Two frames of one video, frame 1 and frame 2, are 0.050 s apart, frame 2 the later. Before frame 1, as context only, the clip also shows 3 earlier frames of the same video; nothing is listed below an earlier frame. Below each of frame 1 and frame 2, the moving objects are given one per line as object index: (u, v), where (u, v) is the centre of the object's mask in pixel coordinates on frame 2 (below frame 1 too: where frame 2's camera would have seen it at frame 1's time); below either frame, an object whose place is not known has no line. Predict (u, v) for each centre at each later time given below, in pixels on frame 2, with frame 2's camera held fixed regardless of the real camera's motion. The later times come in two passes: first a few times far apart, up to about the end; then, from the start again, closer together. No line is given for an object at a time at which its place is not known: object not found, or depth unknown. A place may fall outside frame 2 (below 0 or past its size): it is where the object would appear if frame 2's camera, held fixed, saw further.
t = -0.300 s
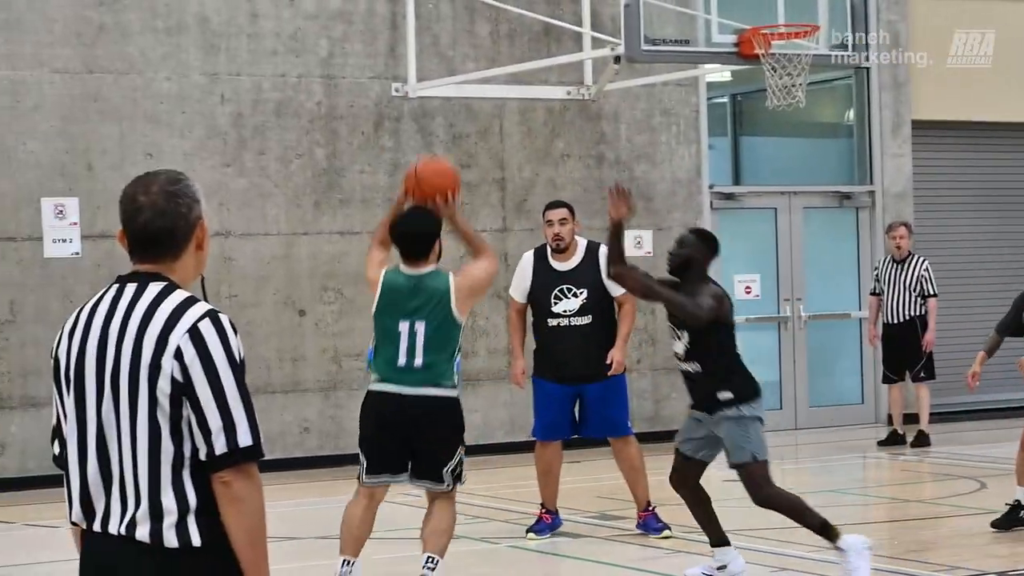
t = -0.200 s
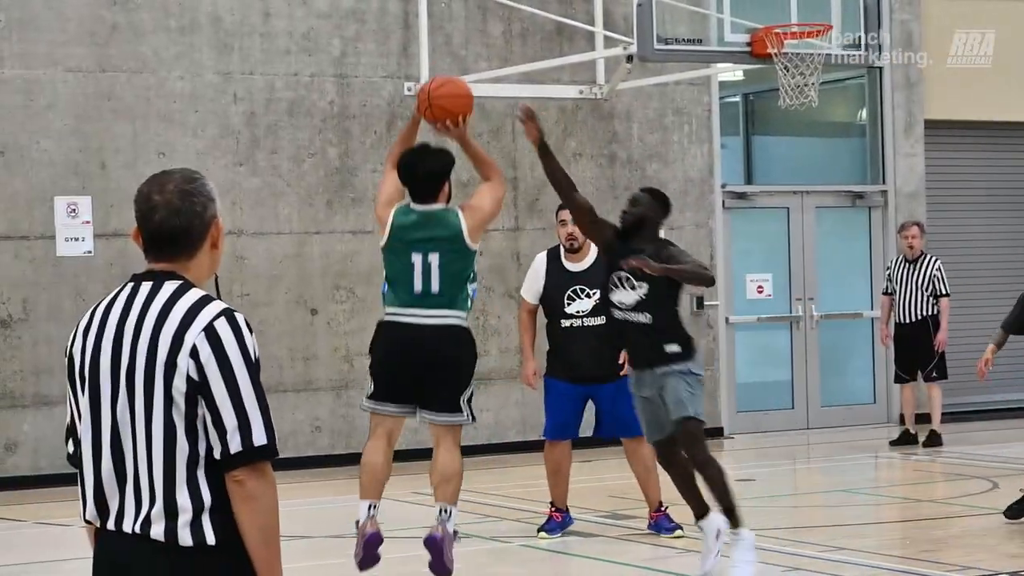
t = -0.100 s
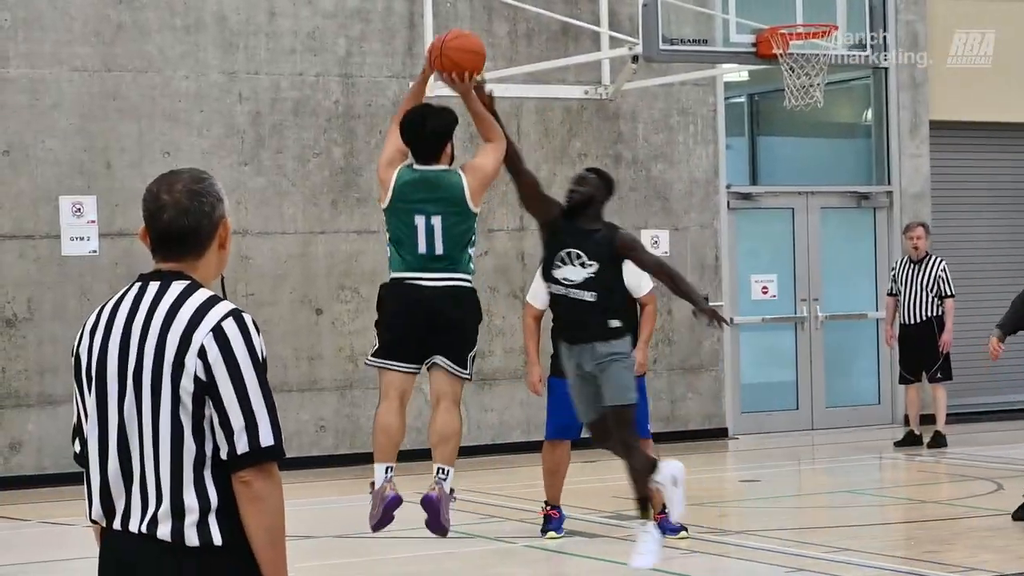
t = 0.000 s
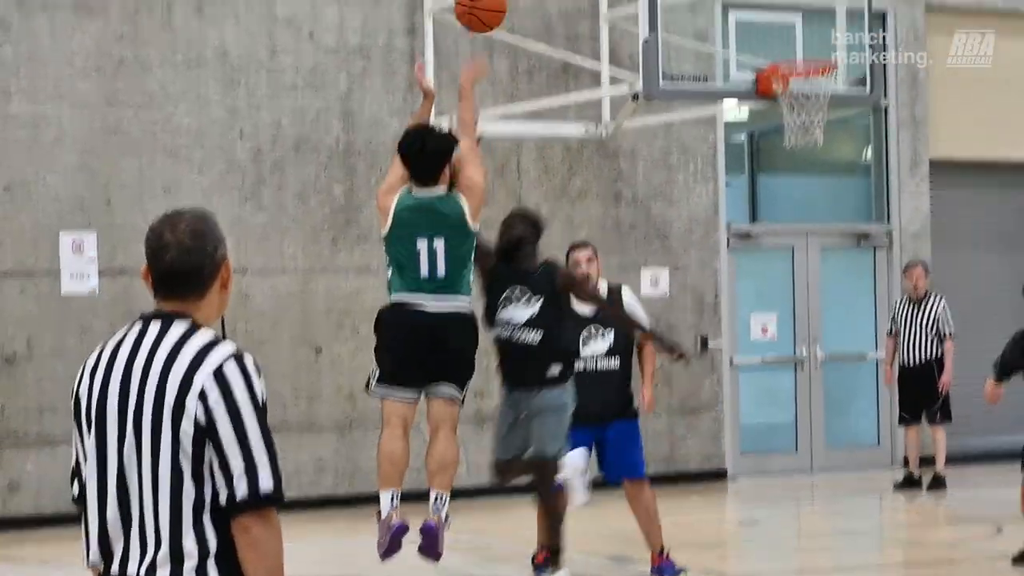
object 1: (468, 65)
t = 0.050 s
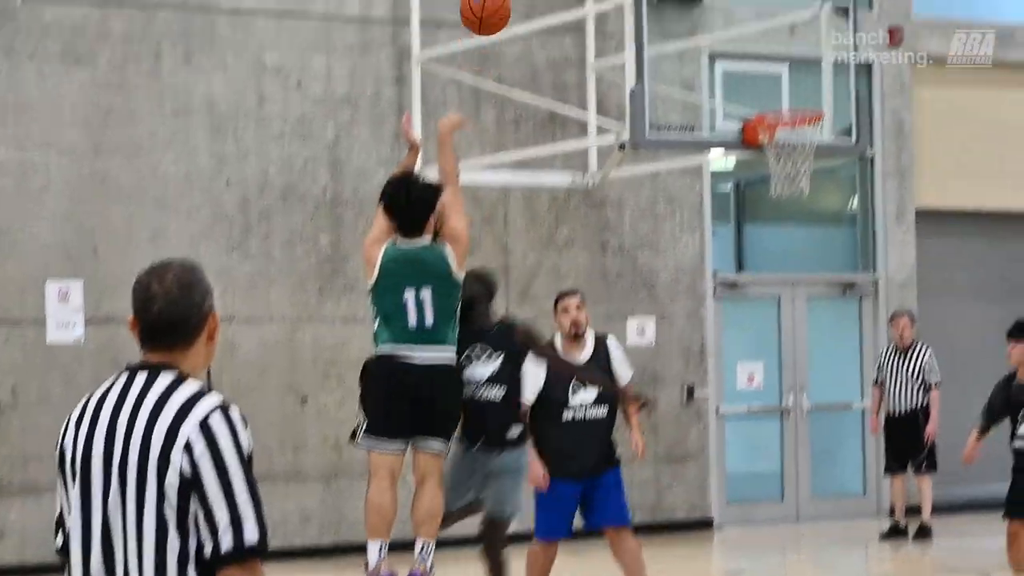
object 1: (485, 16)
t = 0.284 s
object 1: (553, -112)
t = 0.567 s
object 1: (622, -122)
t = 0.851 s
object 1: (679, 5)
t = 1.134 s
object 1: (772, 186)
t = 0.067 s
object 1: (491, 0)
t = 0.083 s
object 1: (496, -15)
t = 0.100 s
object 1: (501, -28)
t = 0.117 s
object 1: (506, -39)
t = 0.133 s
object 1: (511, -50)
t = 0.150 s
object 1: (516, -60)
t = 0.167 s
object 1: (521, -69)
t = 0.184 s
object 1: (526, -77)
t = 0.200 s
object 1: (531, -85)
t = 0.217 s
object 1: (535, -91)
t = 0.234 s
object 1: (540, -97)
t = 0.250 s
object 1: (544, -102)
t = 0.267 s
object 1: (549, -107)
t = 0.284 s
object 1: (553, -112)
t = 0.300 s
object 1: (558, -116)
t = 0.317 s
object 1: (562, -120)
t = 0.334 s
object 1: (566, -123)
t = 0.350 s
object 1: (571, -127)
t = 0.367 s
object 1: (575, -129)
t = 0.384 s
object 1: (579, -131)
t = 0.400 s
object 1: (583, -132)
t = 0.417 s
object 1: (587, -133)
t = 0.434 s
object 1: (591, -134)
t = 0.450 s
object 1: (595, -135)
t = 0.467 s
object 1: (599, -135)
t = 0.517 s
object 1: (611, -132)
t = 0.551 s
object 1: (618, -126)
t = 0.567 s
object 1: (622, -122)
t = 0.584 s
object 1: (626, -117)
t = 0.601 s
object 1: (629, -113)
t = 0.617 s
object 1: (633, -107)
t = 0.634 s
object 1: (636, -102)
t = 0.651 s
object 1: (639, -95)
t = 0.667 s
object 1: (642, -89)
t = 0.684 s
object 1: (646, -81)
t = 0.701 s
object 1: (649, -74)
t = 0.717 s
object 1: (653, -67)
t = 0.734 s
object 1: (656, -59)
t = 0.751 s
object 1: (659, -50)
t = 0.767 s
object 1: (663, -44)
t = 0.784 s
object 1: (667, -36)
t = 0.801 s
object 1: (670, -26)
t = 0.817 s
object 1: (673, -15)
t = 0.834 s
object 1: (676, -6)
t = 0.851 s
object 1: (679, 5)
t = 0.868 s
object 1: (682, 15)
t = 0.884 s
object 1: (685, 26)
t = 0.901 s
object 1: (688, 38)
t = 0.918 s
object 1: (691, 50)
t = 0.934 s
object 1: (694, 62)
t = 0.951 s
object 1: (697, 73)
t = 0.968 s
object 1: (700, 86)
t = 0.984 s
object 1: (703, 99)
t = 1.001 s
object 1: (706, 112)
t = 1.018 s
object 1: (710, 123)
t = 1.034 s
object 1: (718, 131)
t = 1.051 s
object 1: (728, 139)
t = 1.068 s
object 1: (736, 147)
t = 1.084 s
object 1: (746, 156)
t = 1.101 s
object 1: (755, 166)
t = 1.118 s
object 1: (762, 176)
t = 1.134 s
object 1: (772, 186)
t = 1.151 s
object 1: (781, 197)
